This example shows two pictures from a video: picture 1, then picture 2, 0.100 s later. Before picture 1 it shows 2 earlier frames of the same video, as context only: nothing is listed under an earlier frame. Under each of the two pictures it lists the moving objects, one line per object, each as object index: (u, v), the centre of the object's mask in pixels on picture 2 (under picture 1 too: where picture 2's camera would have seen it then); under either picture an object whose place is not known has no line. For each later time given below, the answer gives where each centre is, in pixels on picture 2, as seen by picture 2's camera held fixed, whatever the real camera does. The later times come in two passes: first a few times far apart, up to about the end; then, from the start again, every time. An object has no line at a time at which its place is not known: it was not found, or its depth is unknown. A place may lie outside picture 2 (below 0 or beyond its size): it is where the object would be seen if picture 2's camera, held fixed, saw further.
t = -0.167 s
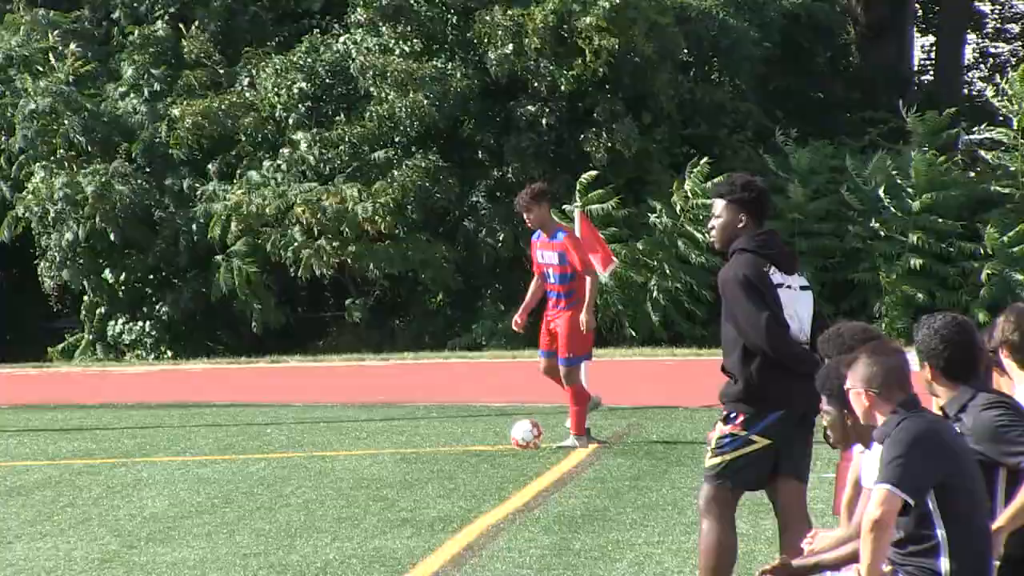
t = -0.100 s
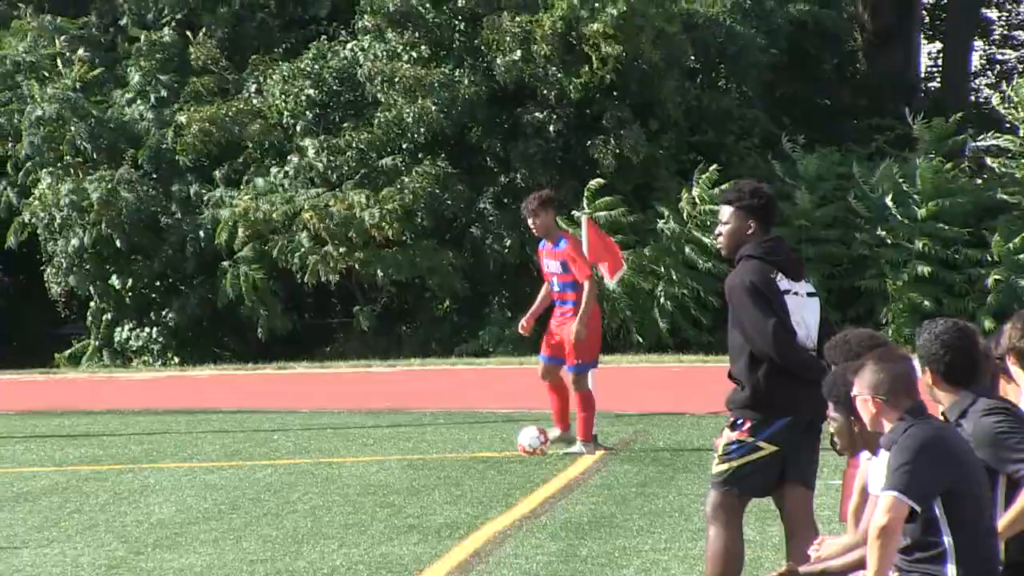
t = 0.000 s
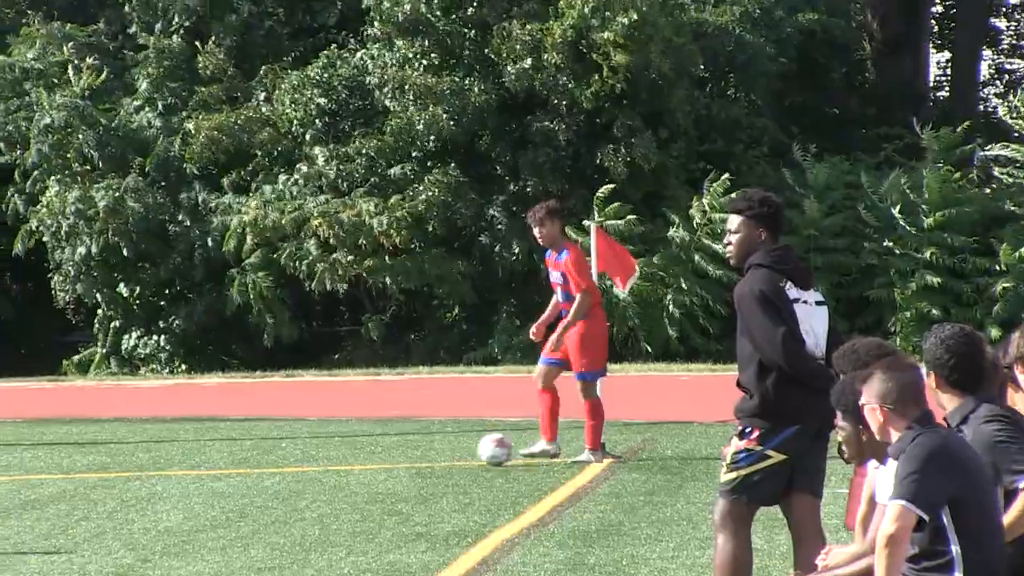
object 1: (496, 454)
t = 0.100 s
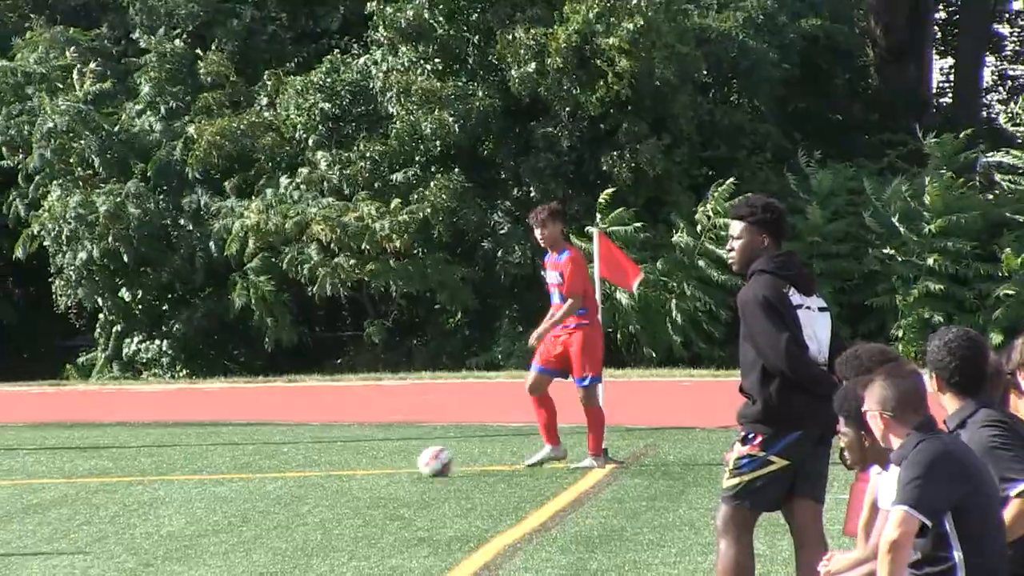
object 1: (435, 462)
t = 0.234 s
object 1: (364, 466)
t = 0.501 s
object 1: (245, 473)
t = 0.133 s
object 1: (417, 462)
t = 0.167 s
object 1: (400, 462)
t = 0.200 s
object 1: (382, 464)
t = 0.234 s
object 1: (364, 466)
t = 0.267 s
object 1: (347, 469)
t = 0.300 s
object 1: (332, 469)
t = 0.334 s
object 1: (316, 468)
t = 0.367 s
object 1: (301, 469)
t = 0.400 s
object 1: (286, 472)
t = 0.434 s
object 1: (271, 475)
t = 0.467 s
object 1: (258, 474)
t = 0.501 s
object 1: (245, 473)
